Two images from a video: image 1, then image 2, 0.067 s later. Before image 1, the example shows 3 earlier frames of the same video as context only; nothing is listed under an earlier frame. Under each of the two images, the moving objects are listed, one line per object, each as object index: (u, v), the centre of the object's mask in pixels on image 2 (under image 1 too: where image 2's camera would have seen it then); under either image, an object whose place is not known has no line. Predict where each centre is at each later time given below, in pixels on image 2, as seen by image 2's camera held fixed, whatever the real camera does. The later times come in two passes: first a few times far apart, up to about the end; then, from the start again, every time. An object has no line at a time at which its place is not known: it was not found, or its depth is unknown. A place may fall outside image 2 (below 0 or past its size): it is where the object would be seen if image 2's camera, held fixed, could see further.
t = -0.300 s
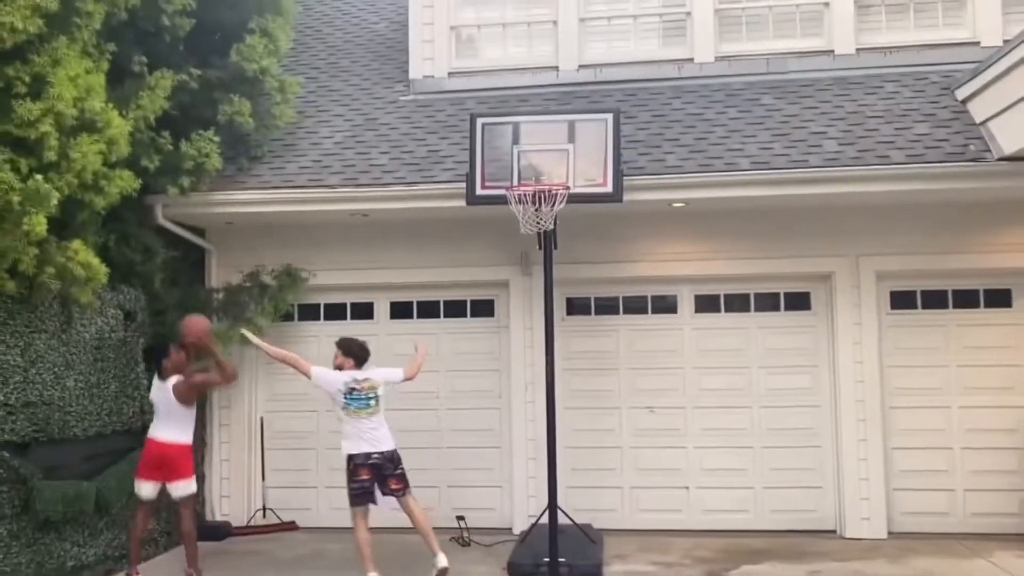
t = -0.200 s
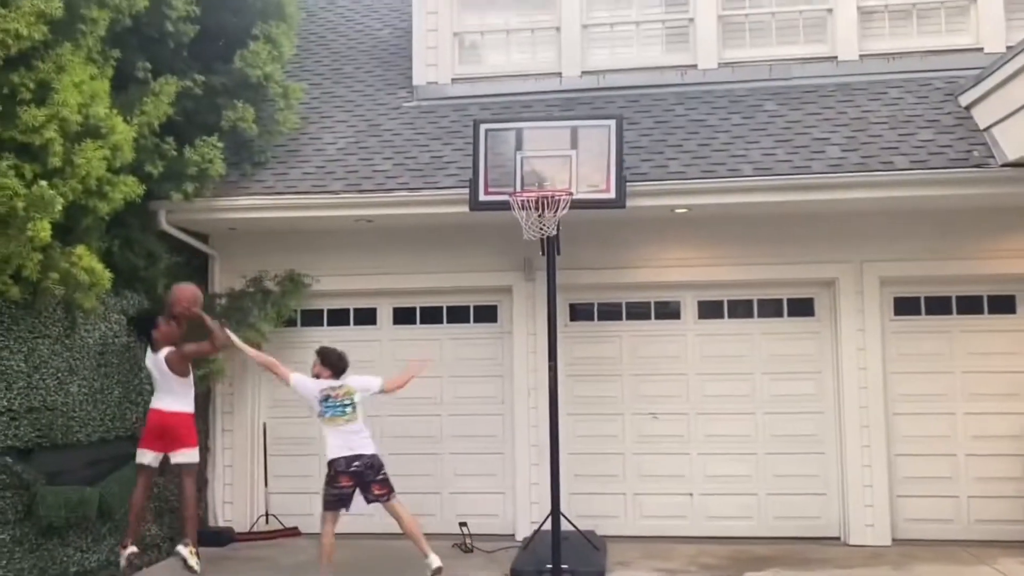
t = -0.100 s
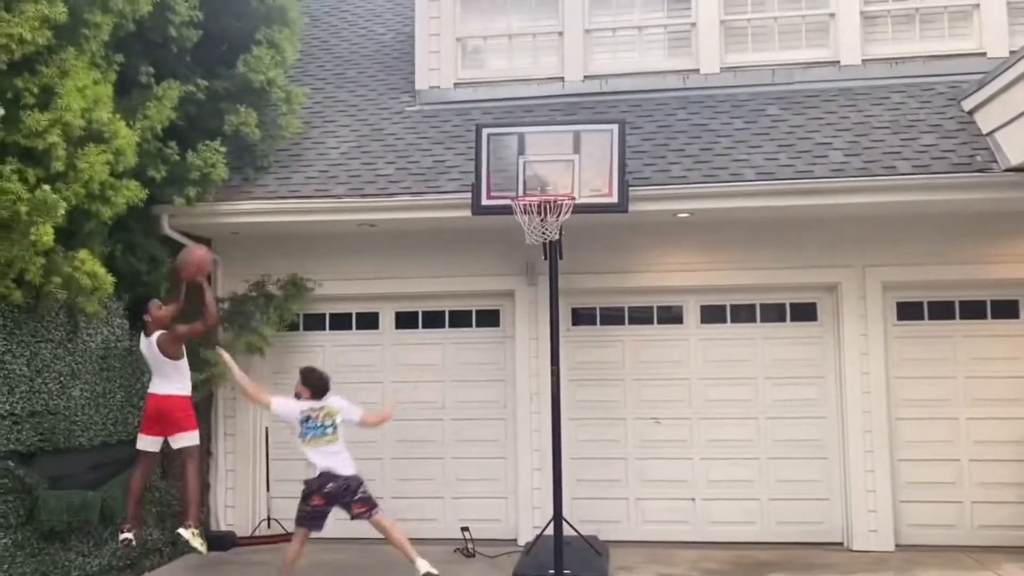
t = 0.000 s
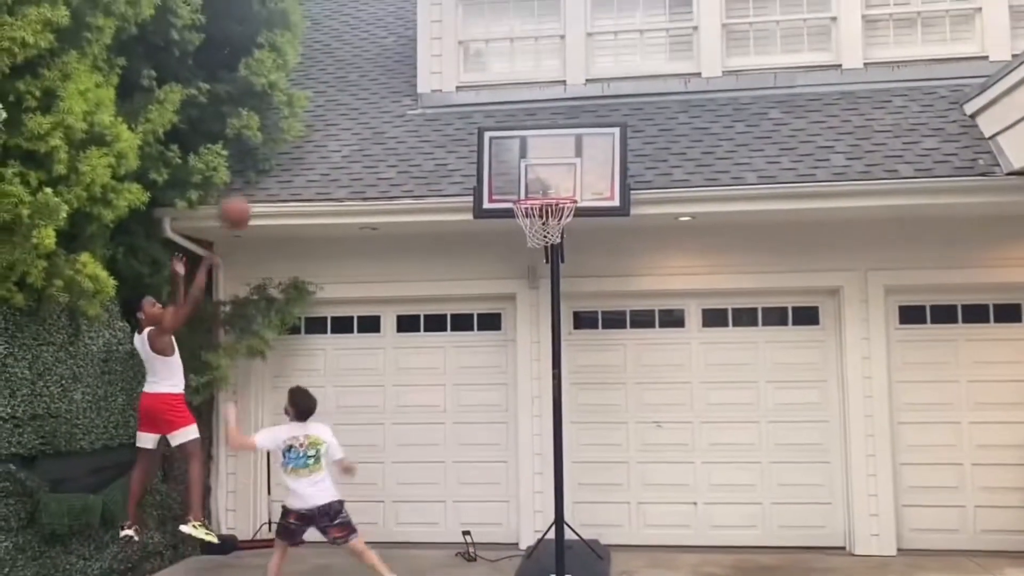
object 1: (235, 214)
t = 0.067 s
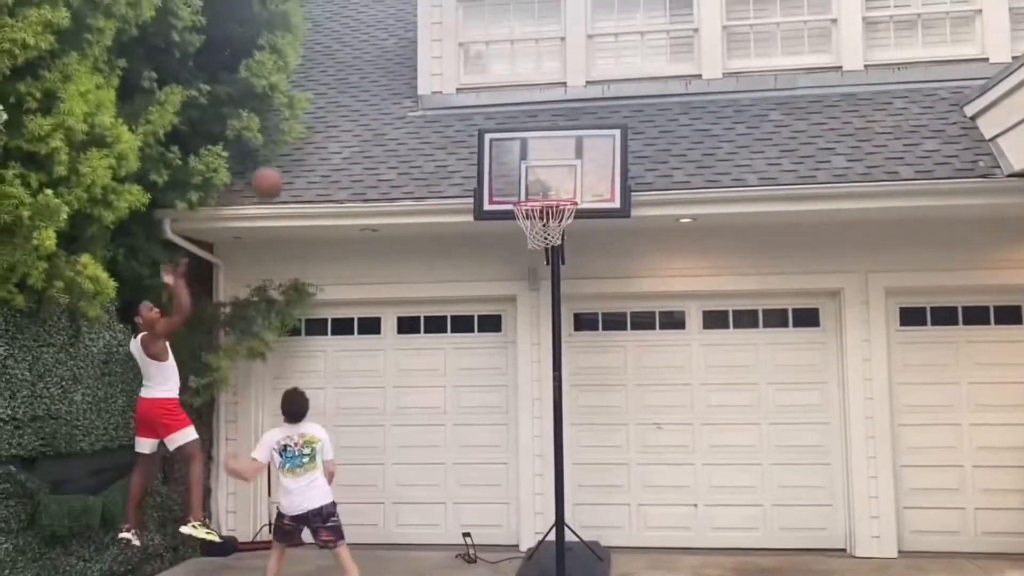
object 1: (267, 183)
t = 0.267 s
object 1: (357, 132)
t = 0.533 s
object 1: (466, 144)
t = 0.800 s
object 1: (517, 185)
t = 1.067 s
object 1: (496, 189)
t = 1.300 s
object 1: (479, 264)
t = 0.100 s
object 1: (282, 171)
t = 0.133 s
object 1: (298, 161)
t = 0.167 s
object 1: (313, 151)
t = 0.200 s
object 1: (328, 144)
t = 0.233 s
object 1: (342, 138)
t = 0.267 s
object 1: (357, 132)
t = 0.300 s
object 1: (371, 128)
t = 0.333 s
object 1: (386, 127)
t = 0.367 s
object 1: (399, 126)
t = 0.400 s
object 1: (413, 127)
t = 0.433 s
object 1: (427, 129)
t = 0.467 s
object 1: (440, 134)
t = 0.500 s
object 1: (453, 138)
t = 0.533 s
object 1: (466, 144)
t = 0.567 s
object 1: (480, 153)
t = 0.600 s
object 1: (489, 158)
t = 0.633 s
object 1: (498, 165)
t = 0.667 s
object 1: (505, 173)
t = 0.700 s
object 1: (513, 183)
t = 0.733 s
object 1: (520, 191)
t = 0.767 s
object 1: (519, 190)
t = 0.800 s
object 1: (517, 185)
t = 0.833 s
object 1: (514, 180)
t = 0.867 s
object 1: (511, 177)
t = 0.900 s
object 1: (508, 176)
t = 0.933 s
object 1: (506, 176)
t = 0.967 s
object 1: (504, 178)
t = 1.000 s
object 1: (501, 180)
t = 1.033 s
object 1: (498, 184)
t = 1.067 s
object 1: (496, 189)
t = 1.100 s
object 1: (494, 195)
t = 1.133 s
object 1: (492, 202)
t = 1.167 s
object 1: (488, 213)
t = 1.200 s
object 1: (485, 224)
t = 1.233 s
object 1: (483, 236)
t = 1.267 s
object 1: (482, 248)
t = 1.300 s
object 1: (479, 264)
